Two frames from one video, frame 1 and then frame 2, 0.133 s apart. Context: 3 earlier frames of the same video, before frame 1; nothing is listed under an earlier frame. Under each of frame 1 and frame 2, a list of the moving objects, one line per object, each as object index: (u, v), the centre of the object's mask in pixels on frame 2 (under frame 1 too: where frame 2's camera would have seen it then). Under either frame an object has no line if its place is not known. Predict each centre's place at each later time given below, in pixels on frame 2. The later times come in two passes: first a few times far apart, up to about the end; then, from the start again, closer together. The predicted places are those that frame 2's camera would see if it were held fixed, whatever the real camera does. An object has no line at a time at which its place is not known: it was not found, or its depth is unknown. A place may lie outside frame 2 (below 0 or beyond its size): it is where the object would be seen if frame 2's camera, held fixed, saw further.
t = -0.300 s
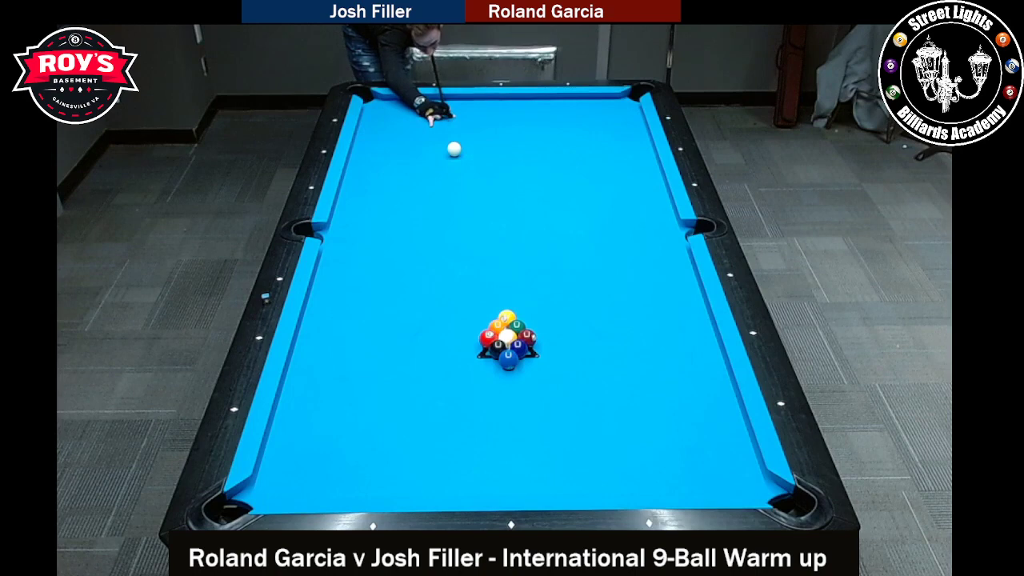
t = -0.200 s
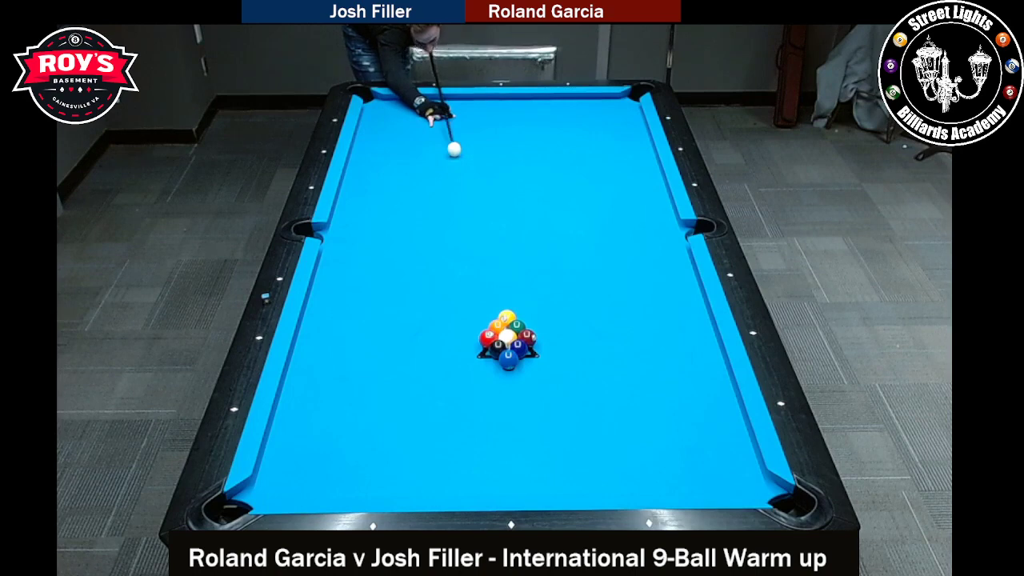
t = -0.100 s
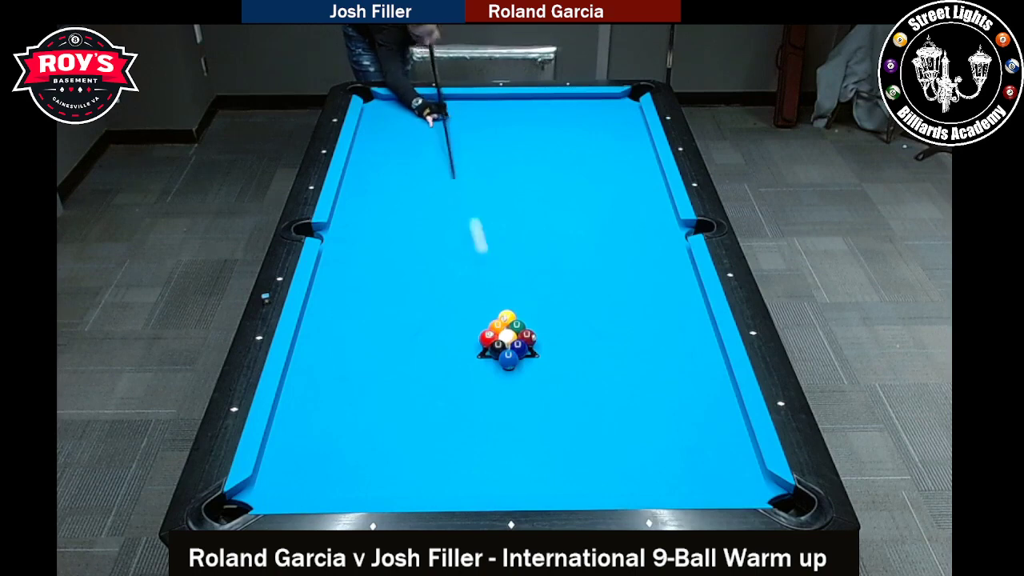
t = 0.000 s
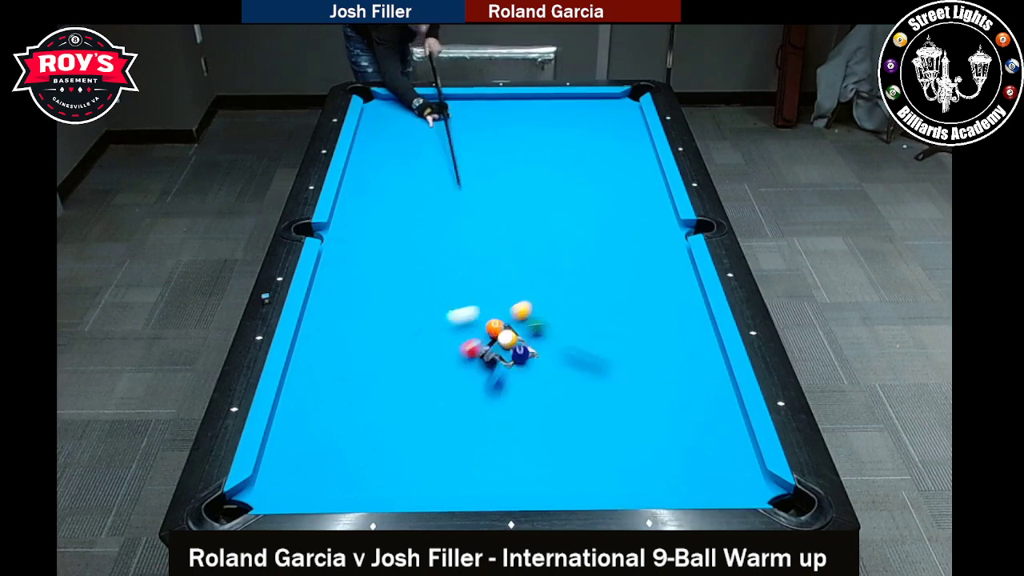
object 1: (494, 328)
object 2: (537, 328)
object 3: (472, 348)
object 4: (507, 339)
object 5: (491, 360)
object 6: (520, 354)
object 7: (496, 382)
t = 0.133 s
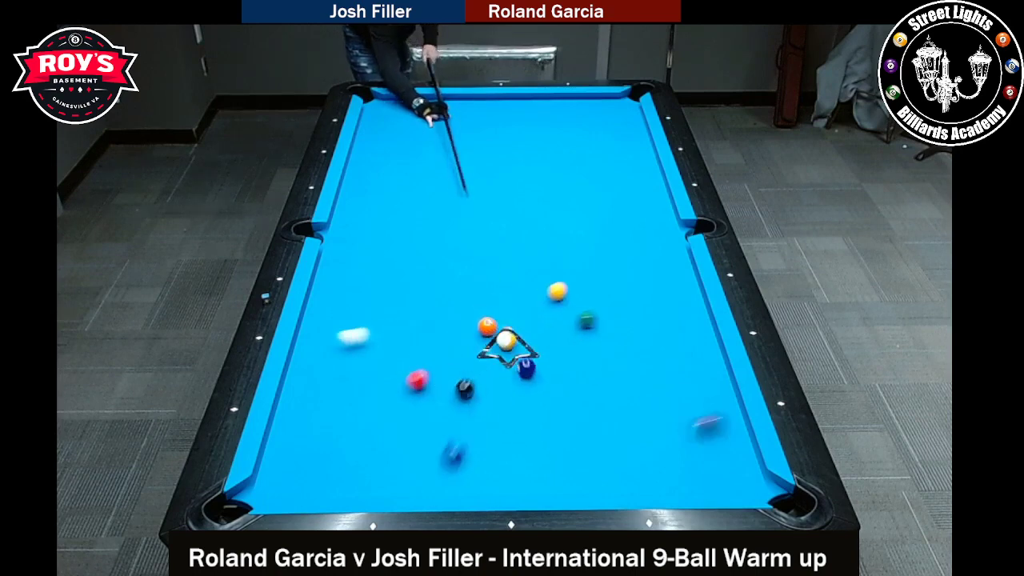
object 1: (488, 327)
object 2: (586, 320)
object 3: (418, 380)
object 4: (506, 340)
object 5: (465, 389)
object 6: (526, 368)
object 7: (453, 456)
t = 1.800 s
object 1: (429, 314)
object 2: (459, 230)
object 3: (498, 398)
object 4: (722, 416)
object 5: (535, 424)
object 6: (588, 453)
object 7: (517, 295)
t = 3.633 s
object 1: (423, 314)
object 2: (410, 178)
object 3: (700, 308)
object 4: (534, 477)
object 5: (567, 423)
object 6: (603, 391)
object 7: (628, 193)
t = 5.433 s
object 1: (327, 308)
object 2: (485, 162)
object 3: (634, 286)
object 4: (455, 480)
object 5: (567, 423)
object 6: (602, 387)
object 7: (562, 167)
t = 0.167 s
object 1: (485, 326)
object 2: (597, 318)
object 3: (405, 387)
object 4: (506, 340)
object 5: (459, 396)
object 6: (528, 372)
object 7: (442, 473)
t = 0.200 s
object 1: (484, 326)
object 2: (608, 316)
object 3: (394, 394)
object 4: (506, 341)
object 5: (453, 403)
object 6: (529, 375)
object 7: (432, 489)
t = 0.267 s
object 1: (480, 325)
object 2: (629, 314)
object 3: (369, 408)
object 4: (505, 341)
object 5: (441, 418)
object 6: (532, 382)
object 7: (422, 468)
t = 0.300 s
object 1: (478, 325)
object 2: (639, 311)
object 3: (356, 416)
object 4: (505, 342)
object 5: (435, 425)
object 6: (534, 385)
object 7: (417, 456)
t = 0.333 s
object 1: (476, 324)
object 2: (649, 310)
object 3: (343, 424)
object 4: (505, 342)
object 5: (430, 432)
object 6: (535, 389)
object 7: (411, 448)
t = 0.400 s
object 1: (473, 323)
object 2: (670, 307)
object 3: (317, 439)
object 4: (505, 342)
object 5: (440, 428)
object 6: (539, 396)
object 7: (380, 447)
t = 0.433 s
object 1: (471, 323)
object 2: (680, 305)
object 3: (303, 448)
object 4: (505, 343)
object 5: (445, 427)
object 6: (540, 400)
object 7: (364, 447)
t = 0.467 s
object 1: (470, 323)
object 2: (690, 303)
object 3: (289, 456)
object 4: (505, 343)
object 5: (448, 426)
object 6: (542, 403)
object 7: (349, 445)
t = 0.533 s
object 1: (467, 322)
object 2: (691, 299)
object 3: (265, 472)
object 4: (505, 343)
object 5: (454, 426)
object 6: (545, 410)
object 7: (322, 441)
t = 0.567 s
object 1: (465, 322)
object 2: (683, 297)
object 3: (272, 478)
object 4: (505, 343)
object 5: (457, 426)
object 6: (546, 414)
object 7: (309, 439)
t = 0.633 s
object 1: (462, 321)
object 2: (668, 292)
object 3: (284, 487)
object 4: (510, 345)
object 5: (462, 425)
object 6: (550, 421)
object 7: (283, 431)
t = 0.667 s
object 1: (461, 321)
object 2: (661, 291)
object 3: (289, 490)
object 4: (519, 348)
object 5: (464, 425)
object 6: (551, 425)
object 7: (278, 428)
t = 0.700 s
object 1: (459, 321)
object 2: (654, 288)
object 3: (296, 489)
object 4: (528, 350)
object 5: (467, 425)
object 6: (553, 429)
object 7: (290, 423)
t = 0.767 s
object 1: (457, 320)
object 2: (641, 284)
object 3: (311, 484)
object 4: (543, 355)
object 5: (472, 425)
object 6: (556, 436)
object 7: (309, 412)
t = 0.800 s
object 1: (455, 320)
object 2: (634, 282)
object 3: (319, 480)
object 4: (549, 357)
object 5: (475, 425)
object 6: (558, 439)
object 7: (318, 407)
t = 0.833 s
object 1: (454, 319)
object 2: (627, 280)
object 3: (326, 477)
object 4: (556, 359)
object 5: (477, 425)
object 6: (559, 443)
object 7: (326, 403)
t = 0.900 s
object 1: (452, 319)
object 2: (614, 276)
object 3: (340, 471)
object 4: (571, 363)
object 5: (482, 425)
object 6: (563, 451)
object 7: (342, 393)
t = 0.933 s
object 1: (451, 319)
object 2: (607, 274)
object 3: (347, 467)
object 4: (577, 365)
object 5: (485, 425)
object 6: (565, 454)
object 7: (350, 389)
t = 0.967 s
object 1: (449, 318)
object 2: (601, 272)
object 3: (354, 464)
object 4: (584, 367)
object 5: (487, 425)
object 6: (566, 458)
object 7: (357, 385)
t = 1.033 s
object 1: (447, 318)
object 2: (588, 268)
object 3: (367, 458)
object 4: (598, 371)
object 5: (492, 425)
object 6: (569, 466)
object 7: (373, 376)
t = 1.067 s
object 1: (446, 317)
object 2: (582, 267)
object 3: (373, 455)
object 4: (605, 373)
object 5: (494, 425)
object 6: (571, 469)
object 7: (380, 372)
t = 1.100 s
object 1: (445, 317)
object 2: (576, 265)
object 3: (380, 452)
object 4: (612, 375)
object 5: (496, 425)
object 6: (573, 473)
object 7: (387, 368)
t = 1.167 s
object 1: (443, 317)
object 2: (563, 261)
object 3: (392, 446)
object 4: (626, 379)
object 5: (500, 425)
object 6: (576, 481)
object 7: (402, 359)
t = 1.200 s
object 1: (442, 317)
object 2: (557, 260)
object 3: (399, 443)
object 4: (634, 381)
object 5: (503, 425)
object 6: (578, 484)
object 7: (408, 356)
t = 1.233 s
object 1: (441, 317)
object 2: (551, 258)
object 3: (405, 441)
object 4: (640, 384)
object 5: (505, 425)
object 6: (579, 486)
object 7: (415, 351)
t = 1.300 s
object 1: (439, 316)
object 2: (540, 254)
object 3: (417, 435)
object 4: (654, 387)
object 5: (509, 425)
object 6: (581, 485)
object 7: (428, 344)
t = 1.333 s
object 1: (438, 316)
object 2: (534, 253)
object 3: (423, 432)
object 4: (661, 389)
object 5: (511, 424)
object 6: (581, 483)
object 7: (435, 341)
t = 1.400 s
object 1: (437, 316)
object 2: (522, 249)
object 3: (434, 427)
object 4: (675, 394)
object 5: (514, 425)
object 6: (583, 480)
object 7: (448, 334)
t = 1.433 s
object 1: (436, 316)
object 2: (517, 247)
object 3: (440, 424)
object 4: (683, 396)
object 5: (516, 424)
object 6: (583, 477)
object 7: (454, 330)
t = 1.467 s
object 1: (435, 316)
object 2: (511, 246)
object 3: (445, 422)
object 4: (690, 398)
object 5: (518, 424)
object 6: (583, 475)
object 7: (460, 326)
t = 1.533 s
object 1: (433, 315)
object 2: (500, 243)
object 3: (456, 417)
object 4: (704, 402)
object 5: (522, 424)
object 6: (584, 470)
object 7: (472, 320)
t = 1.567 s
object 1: (433, 315)
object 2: (495, 241)
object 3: (462, 414)
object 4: (711, 404)
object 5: (524, 424)
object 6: (585, 468)
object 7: (478, 316)
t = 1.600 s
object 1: (432, 315)
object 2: (490, 239)
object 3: (467, 412)
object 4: (718, 406)
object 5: (525, 424)
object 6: (585, 466)
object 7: (484, 313)
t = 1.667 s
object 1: (431, 315)
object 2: (479, 236)
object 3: (477, 407)
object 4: (732, 411)
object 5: (529, 424)
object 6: (586, 461)
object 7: (495, 306)
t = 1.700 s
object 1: (431, 315)
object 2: (474, 234)
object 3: (482, 404)
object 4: (734, 413)
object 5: (530, 424)
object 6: (587, 459)
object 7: (501, 303)
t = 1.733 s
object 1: (430, 315)
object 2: (469, 233)
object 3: (487, 402)
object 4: (730, 414)
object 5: (532, 424)
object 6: (587, 457)
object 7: (507, 300)
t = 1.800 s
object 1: (429, 314)
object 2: (459, 230)
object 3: (498, 398)
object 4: (722, 416)
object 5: (535, 424)
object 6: (588, 453)
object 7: (517, 295)
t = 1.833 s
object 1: (429, 315)
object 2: (454, 228)
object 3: (502, 395)
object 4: (718, 418)
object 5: (536, 424)
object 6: (588, 452)
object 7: (523, 291)
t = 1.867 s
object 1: (428, 314)
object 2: (449, 227)
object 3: (507, 393)
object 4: (714, 419)
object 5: (538, 424)
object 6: (589, 449)
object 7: (528, 288)
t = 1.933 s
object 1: (427, 314)
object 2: (440, 224)
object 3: (517, 389)
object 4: (706, 422)
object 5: (540, 424)
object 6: (590, 446)
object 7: (538, 283)
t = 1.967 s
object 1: (427, 314)
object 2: (435, 222)
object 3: (521, 386)
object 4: (702, 423)
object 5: (542, 424)
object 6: (590, 444)
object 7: (543, 280)
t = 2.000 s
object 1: (427, 314)
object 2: (430, 221)
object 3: (526, 384)
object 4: (698, 424)
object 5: (543, 424)
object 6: (591, 442)
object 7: (548, 277)
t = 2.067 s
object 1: (426, 314)
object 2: (421, 218)
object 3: (535, 380)
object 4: (690, 426)
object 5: (545, 424)
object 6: (591, 439)
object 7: (557, 272)
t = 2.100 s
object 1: (426, 314)
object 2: (416, 217)
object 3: (540, 378)
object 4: (686, 428)
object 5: (546, 424)
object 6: (592, 437)
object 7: (562, 269)
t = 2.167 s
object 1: (426, 314)
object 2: (407, 214)
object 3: (548, 374)
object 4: (679, 430)
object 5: (549, 424)
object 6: (592, 434)
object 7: (571, 264)
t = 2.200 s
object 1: (426, 314)
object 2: (403, 213)
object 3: (553, 372)
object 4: (675, 431)
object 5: (550, 424)
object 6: (593, 432)
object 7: (576, 262)
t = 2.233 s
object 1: (425, 314)
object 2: (399, 211)
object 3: (557, 371)
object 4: (671, 432)
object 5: (551, 424)
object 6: (593, 431)
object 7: (581, 258)
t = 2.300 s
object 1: (425, 314)
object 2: (390, 208)
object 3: (565, 367)
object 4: (664, 435)
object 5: (553, 424)
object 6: (594, 428)
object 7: (589, 254)
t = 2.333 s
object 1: (425, 314)
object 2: (386, 207)
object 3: (570, 365)
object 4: (660, 436)
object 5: (554, 424)
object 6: (594, 426)
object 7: (594, 251)
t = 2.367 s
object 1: (425, 314)
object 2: (382, 206)
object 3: (574, 363)
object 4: (656, 437)
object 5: (555, 424)
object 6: (595, 425)
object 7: (598, 249)
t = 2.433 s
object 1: (425, 314)
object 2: (373, 203)
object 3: (582, 359)
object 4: (649, 439)
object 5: (557, 424)
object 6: (595, 422)
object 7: (606, 244)
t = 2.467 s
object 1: (425, 314)
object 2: (369, 202)
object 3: (585, 358)
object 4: (645, 441)
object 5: (558, 424)
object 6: (595, 421)
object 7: (610, 242)
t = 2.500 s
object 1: (425, 314)
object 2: (365, 201)
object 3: (590, 356)
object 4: (642, 442)
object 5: (558, 424)
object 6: (596, 420)
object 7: (614, 240)
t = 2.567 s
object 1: (424, 314)
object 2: (357, 198)
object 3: (597, 353)
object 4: (635, 444)
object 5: (560, 424)
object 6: (596, 417)
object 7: (622, 235)
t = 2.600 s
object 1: (425, 314)
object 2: (353, 197)
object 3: (601, 351)
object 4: (631, 445)
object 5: (560, 424)
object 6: (597, 416)
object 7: (626, 233)
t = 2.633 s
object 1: (425, 314)
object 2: (350, 196)
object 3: (605, 349)
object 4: (627, 446)
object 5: (561, 424)
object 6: (597, 414)
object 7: (630, 231)
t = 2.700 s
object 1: (425, 314)
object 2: (344, 194)
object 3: (612, 346)
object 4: (621, 448)
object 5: (562, 423)
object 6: (597, 412)
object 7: (638, 226)
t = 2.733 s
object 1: (425, 314)
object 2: (346, 193)
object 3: (616, 345)
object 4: (617, 450)
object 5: (563, 423)
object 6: (598, 411)
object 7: (641, 224)
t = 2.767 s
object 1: (425, 314)
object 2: (349, 193)
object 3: (619, 343)
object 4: (614, 451)
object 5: (563, 423)
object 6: (598, 410)
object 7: (645, 222)
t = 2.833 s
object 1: (425, 314)
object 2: (354, 191)
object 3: (626, 340)
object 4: (607, 453)
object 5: (564, 423)
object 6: (598, 408)
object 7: (652, 218)
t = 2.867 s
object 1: (425, 314)
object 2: (357, 191)
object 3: (630, 338)
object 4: (604, 454)
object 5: (564, 423)
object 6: (599, 407)
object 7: (656, 216)
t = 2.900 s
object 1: (425, 314)
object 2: (360, 190)
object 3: (633, 337)
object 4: (600, 455)
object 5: (565, 423)
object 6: (599, 406)
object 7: (659, 214)
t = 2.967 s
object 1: (425, 314)
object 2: (365, 189)
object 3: (640, 334)
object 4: (594, 457)
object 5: (565, 423)
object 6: (600, 404)
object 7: (666, 211)
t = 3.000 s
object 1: (425, 314)
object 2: (367, 188)
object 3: (643, 333)
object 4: (591, 458)
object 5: (566, 423)
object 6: (600, 403)
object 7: (668, 209)
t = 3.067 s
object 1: (424, 314)
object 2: (372, 187)
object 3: (650, 330)
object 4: (584, 460)
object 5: (566, 423)
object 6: (600, 402)
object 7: (663, 207)
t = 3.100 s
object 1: (424, 314)
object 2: (374, 187)
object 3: (653, 328)
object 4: (581, 462)
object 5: (566, 423)
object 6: (600, 401)
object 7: (661, 206)
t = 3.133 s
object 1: (424, 314)
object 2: (377, 186)
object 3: (656, 327)
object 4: (578, 462)
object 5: (566, 423)
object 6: (601, 400)
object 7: (659, 205)
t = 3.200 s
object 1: (424, 314)
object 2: (382, 185)
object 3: (662, 324)
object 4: (571, 465)
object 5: (566, 423)
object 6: (601, 398)
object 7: (654, 203)
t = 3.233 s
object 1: (424, 314)
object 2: (384, 185)
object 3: (666, 323)
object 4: (568, 466)
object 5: (566, 423)
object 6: (601, 398)
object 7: (652, 202)
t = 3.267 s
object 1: (424, 314)
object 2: (386, 184)
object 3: (668, 322)
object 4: (565, 466)
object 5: (567, 423)
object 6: (601, 397)
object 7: (650, 201)
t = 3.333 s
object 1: (424, 314)
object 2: (391, 183)
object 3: (675, 319)
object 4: (560, 468)
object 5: (567, 423)
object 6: (602, 396)
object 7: (646, 200)
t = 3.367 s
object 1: (425, 314)
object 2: (393, 182)
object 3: (678, 318)
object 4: (557, 469)
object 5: (566, 423)
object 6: (602, 395)
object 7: (644, 199)
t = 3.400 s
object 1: (424, 314)
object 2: (395, 182)
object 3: (680, 317)
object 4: (554, 470)
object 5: (567, 423)
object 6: (602, 395)
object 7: (642, 198)
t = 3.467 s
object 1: (424, 314)
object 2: (400, 181)
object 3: (686, 314)
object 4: (548, 472)
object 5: (566, 423)
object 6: (602, 394)
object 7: (638, 196)
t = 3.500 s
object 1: (424, 314)
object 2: (402, 181)
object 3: (689, 313)
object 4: (545, 473)
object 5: (567, 423)
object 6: (602, 393)
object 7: (636, 196)
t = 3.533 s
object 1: (424, 314)
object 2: (404, 180)
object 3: (692, 312)
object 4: (542, 474)
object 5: (567, 423)
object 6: (602, 393)
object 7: (634, 195)
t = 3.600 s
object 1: (424, 314)
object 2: (408, 179)
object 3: (697, 310)
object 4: (537, 476)
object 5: (567, 423)
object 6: (603, 392)
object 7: (630, 193)
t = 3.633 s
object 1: (423, 314)
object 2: (410, 178)
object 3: (700, 308)
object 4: (534, 477)
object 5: (567, 423)
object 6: (603, 391)
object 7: (628, 193)
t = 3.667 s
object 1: (420, 314)
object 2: (412, 178)
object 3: (701, 308)
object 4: (531, 478)
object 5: (566, 423)
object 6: (603, 391)
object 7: (627, 192)
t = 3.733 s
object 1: (415, 313)
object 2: (416, 177)
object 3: (698, 306)
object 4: (526, 480)
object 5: (566, 423)
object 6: (603, 390)
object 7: (623, 190)
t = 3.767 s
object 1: (413, 313)
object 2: (418, 177)
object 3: (695, 306)
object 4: (524, 481)
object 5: (566, 423)
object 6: (603, 390)
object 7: (621, 190)
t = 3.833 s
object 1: (407, 313)
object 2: (422, 176)
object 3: (692, 304)
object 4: (519, 482)
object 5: (566, 423)
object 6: (603, 389)
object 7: (618, 188)
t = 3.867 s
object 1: (405, 313)
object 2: (424, 175)
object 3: (690, 304)
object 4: (516, 483)
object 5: (567, 423)
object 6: (603, 389)
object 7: (616, 188)
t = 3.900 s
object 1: (403, 312)
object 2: (426, 175)
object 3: (688, 303)
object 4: (513, 483)
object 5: (567, 423)
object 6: (603, 388)
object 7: (615, 187)
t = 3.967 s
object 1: (399, 312)
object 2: (429, 174)
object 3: (684, 302)
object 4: (508, 484)
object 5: (566, 423)
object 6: (603, 388)
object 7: (611, 186)
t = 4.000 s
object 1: (396, 312)
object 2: (431, 174)
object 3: (683, 301)
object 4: (506, 485)
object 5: (566, 423)
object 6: (603, 388)
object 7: (610, 185)
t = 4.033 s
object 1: (394, 312)
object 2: (433, 173)
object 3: (681, 301)
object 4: (503, 486)
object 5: (566, 423)
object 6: (603, 388)
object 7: (608, 184)
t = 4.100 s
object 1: (390, 311)
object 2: (436, 173)
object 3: (678, 300)
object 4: (499, 487)
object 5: (566, 423)
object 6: (603, 387)
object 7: (605, 183)
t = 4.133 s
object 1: (388, 311)
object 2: (438, 172)
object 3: (676, 299)
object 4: (497, 487)
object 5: (566, 423)
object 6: (603, 387)
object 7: (604, 182)
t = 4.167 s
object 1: (386, 311)
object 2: (439, 172)
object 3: (675, 299)
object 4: (494, 487)
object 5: (566, 423)
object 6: (603, 387)
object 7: (602, 182)
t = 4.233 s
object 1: (382, 311)
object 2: (443, 171)
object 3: (672, 298)
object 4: (491, 487)
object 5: (566, 423)
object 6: (603, 387)
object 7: (600, 181)
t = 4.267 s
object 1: (379, 311)
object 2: (444, 171)
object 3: (670, 297)
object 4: (489, 487)
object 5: (567, 423)
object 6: (603, 387)
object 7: (598, 180)
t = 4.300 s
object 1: (377, 310)
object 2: (446, 171)
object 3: (668, 297)
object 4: (488, 487)
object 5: (567, 423)
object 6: (603, 387)
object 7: (596, 180)
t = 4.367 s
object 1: (374, 310)
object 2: (449, 170)
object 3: (666, 296)
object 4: (485, 486)
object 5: (566, 423)
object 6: (603, 387)
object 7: (594, 179)
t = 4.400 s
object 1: (372, 310)
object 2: (450, 169)
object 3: (664, 296)
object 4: (483, 486)
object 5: (566, 423)
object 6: (603, 387)
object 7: (592, 178)
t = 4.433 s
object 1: (370, 310)
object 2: (452, 169)
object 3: (662, 295)
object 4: (482, 486)
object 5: (566, 423)
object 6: (602, 387)
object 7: (591, 178)
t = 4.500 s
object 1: (366, 310)
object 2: (455, 169)
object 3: (660, 294)
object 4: (480, 485)
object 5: (567, 423)
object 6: (603, 387)
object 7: (589, 177)
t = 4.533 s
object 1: (365, 309)
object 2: (456, 168)
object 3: (659, 294)
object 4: (478, 485)
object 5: (566, 423)
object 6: (603, 387)
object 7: (587, 176)
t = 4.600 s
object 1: (361, 309)
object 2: (459, 168)
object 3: (656, 293)
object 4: (475, 485)
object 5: (566, 423)
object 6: (603, 387)
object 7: (585, 175)
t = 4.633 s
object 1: (360, 309)
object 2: (460, 168)
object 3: (655, 293)
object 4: (474, 484)
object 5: (566, 423)
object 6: (603, 387)
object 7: (584, 175)
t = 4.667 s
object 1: (358, 309)
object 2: (462, 167)
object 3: (654, 292)
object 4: (473, 484)
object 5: (566, 423)
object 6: (603, 387)
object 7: (583, 175)
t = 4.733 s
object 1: (355, 309)
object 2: (464, 167)
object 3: (652, 291)
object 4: (471, 484)
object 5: (567, 423)
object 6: (603, 387)
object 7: (581, 174)
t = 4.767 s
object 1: (353, 309)
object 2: (465, 167)
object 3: (651, 291)
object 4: (469, 483)
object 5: (566, 423)
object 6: (603, 387)
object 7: (579, 173)
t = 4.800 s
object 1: (352, 308)
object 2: (466, 166)
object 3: (649, 291)
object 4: (469, 483)
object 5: (567, 423)
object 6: (603, 387)
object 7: (578, 173)
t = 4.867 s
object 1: (348, 308)
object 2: (469, 166)
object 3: (647, 290)
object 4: (466, 483)
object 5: (566, 423)
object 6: (603, 387)
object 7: (576, 172)
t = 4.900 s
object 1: (347, 308)
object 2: (470, 166)
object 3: (646, 290)
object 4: (465, 482)
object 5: (566, 423)
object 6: (603, 387)
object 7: (575, 172)
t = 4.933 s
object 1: (346, 308)
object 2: (471, 165)
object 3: (645, 289)
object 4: (465, 482)
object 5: (567, 423)
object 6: (603, 387)
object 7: (574, 171)
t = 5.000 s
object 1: (343, 308)
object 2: (473, 165)
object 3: (643, 289)
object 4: (463, 482)
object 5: (567, 423)
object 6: (602, 387)
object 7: (572, 171)
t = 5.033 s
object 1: (342, 308)
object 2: (474, 164)
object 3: (642, 289)
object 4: (462, 482)
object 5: (567, 423)
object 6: (603, 387)
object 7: (571, 170)
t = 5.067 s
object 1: (340, 308)
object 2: (475, 164)
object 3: (642, 289)
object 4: (461, 482)
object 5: (567, 423)
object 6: (602, 387)
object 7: (571, 170)
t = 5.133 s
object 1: (338, 308)
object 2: (477, 164)
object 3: (640, 288)
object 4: (460, 481)
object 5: (567, 423)
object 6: (602, 387)
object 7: (569, 169)
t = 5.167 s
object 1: (336, 308)
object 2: (478, 164)
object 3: (639, 288)
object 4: (459, 481)
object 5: (567, 423)
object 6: (603, 387)
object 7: (568, 169)
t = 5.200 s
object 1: (335, 308)
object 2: (479, 163)
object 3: (639, 288)
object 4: (459, 481)
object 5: (567, 423)
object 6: (602, 387)
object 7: (567, 169)
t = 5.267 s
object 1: (333, 308)
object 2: (481, 163)
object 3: (637, 287)
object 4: (457, 480)
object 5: (567, 423)
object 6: (602, 387)
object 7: (566, 168)
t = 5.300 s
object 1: (332, 307)
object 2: (482, 163)
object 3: (636, 287)
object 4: (457, 480)
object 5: (567, 423)
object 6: (603, 387)
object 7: (565, 168)
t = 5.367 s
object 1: (329, 308)
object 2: (484, 162)
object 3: (635, 287)
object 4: (456, 480)
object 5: (566, 422)
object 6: (603, 387)
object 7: (563, 168)
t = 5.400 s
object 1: (328, 308)
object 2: (484, 162)
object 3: (634, 286)
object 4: (455, 480)
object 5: (566, 422)
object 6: (602, 387)
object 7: (563, 167)
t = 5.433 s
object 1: (327, 308)
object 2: (485, 162)
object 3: (634, 286)
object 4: (455, 480)
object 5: (567, 423)
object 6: (602, 387)
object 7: (562, 167)
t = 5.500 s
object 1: (325, 308)
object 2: (486, 161)
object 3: (633, 286)
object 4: (454, 479)
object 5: (567, 423)
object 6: (602, 387)
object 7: (561, 166)
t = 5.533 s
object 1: (324, 308)
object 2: (487, 161)
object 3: (632, 286)
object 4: (454, 479)
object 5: (567, 423)
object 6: (602, 387)
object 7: (560, 166)
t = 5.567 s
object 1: (323, 308)
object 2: (488, 161)
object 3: (632, 286)
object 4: (453, 479)
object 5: (567, 423)
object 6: (602, 387)
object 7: (559, 166)
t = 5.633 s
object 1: (321, 308)
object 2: (489, 161)
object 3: (631, 285)
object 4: (453, 479)
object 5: (567, 423)
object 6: (602, 387)
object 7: (558, 166)
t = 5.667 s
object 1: (320, 308)
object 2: (490, 161)
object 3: (630, 285)
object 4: (453, 479)
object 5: (567, 423)
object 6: (602, 387)
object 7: (558, 165)
